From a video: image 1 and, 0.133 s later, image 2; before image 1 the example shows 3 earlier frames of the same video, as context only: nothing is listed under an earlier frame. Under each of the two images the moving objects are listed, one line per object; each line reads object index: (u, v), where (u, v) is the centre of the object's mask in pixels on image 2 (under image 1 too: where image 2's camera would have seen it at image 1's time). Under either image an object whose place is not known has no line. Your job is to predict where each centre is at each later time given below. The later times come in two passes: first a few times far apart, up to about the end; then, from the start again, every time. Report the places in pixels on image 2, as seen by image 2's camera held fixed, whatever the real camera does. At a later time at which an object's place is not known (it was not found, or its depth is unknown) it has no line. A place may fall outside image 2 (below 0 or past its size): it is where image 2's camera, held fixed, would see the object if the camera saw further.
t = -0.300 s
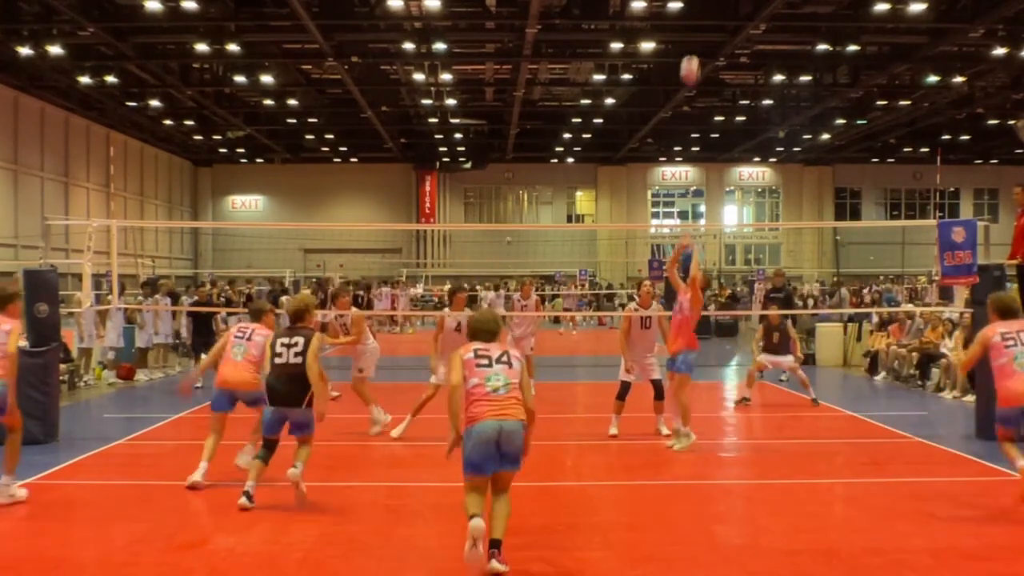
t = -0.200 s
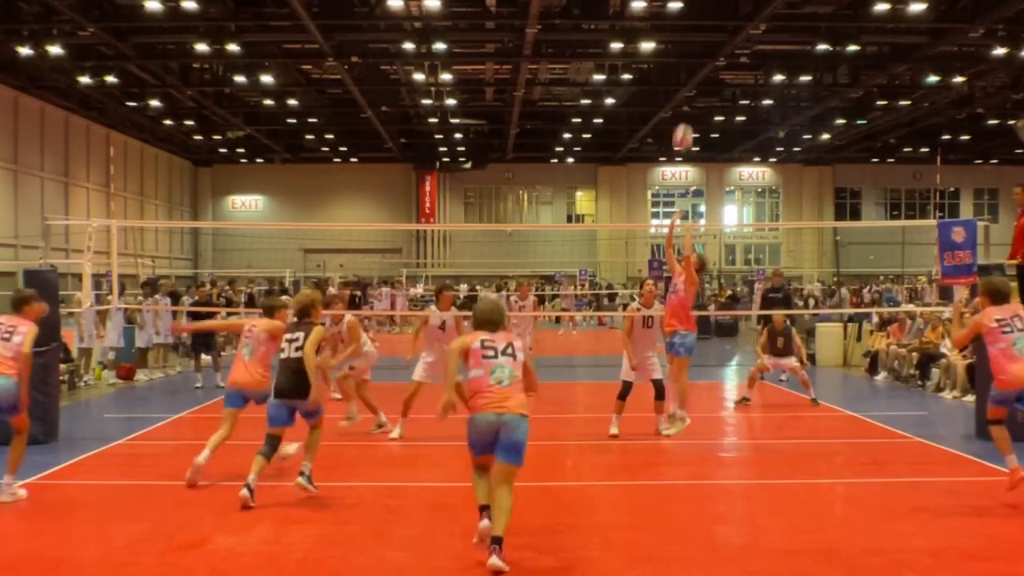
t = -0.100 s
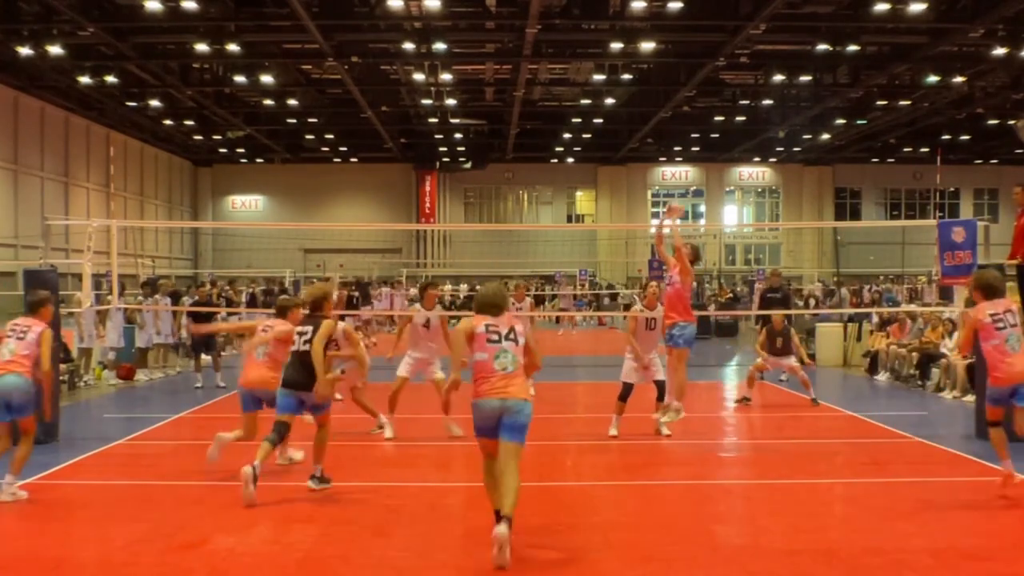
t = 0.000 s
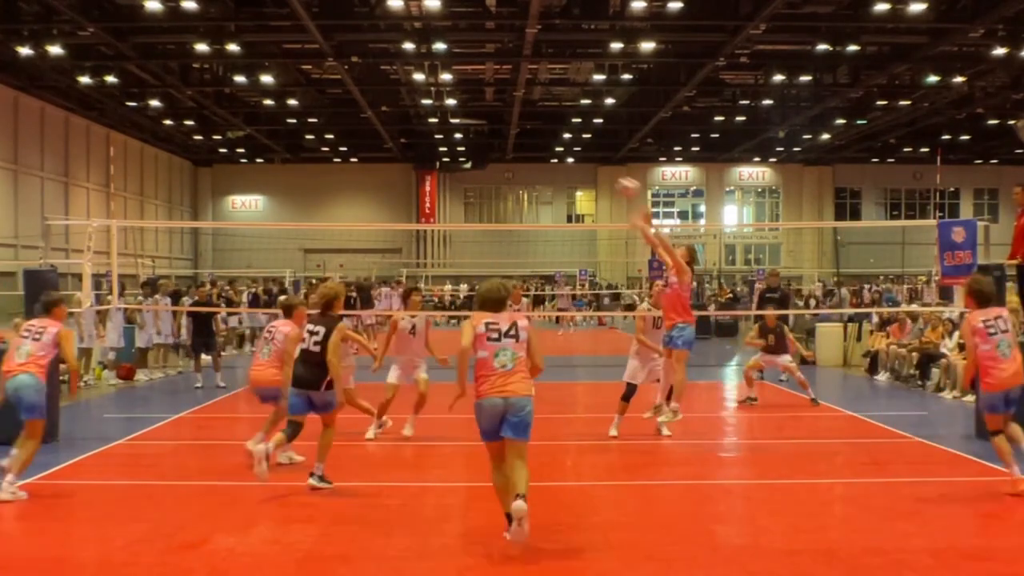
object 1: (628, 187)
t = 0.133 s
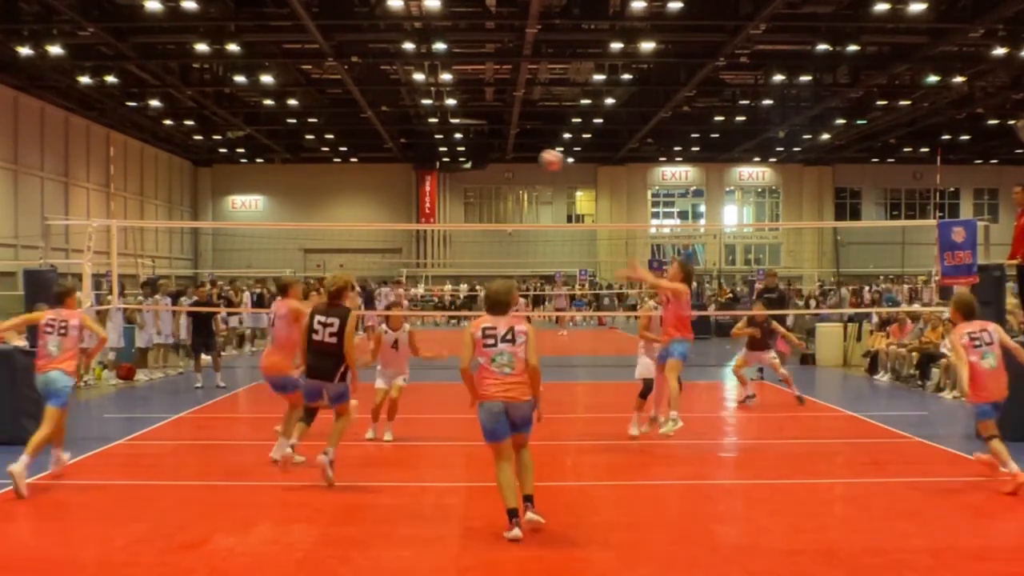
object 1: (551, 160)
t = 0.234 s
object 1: (495, 151)
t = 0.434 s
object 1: (384, 161)
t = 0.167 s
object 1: (532, 156)
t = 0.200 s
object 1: (513, 153)
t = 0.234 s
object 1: (495, 151)
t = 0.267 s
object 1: (477, 150)
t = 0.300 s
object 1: (458, 150)
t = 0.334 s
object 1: (439, 151)
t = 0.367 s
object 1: (421, 154)
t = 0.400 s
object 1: (403, 157)
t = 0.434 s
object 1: (384, 161)
